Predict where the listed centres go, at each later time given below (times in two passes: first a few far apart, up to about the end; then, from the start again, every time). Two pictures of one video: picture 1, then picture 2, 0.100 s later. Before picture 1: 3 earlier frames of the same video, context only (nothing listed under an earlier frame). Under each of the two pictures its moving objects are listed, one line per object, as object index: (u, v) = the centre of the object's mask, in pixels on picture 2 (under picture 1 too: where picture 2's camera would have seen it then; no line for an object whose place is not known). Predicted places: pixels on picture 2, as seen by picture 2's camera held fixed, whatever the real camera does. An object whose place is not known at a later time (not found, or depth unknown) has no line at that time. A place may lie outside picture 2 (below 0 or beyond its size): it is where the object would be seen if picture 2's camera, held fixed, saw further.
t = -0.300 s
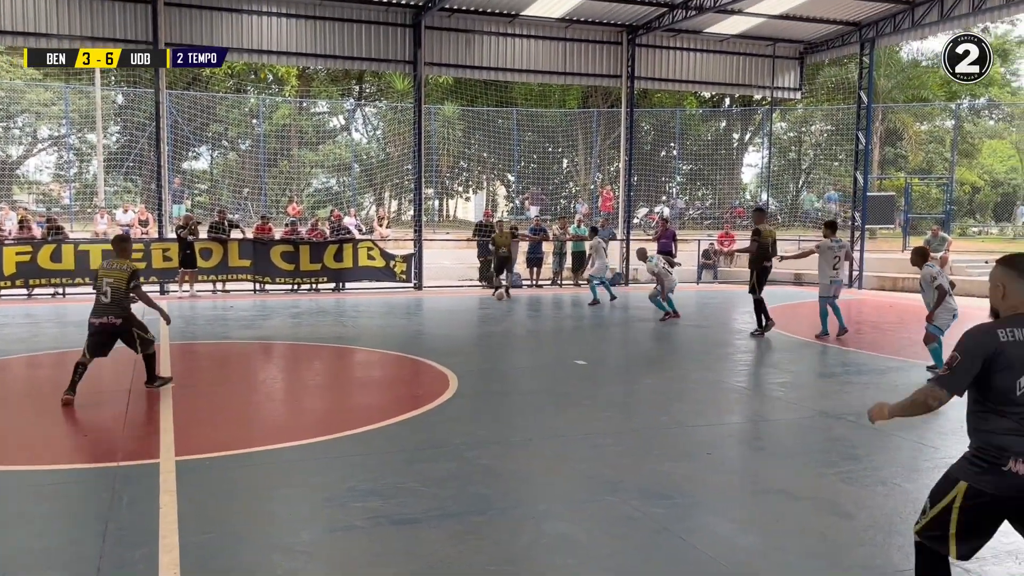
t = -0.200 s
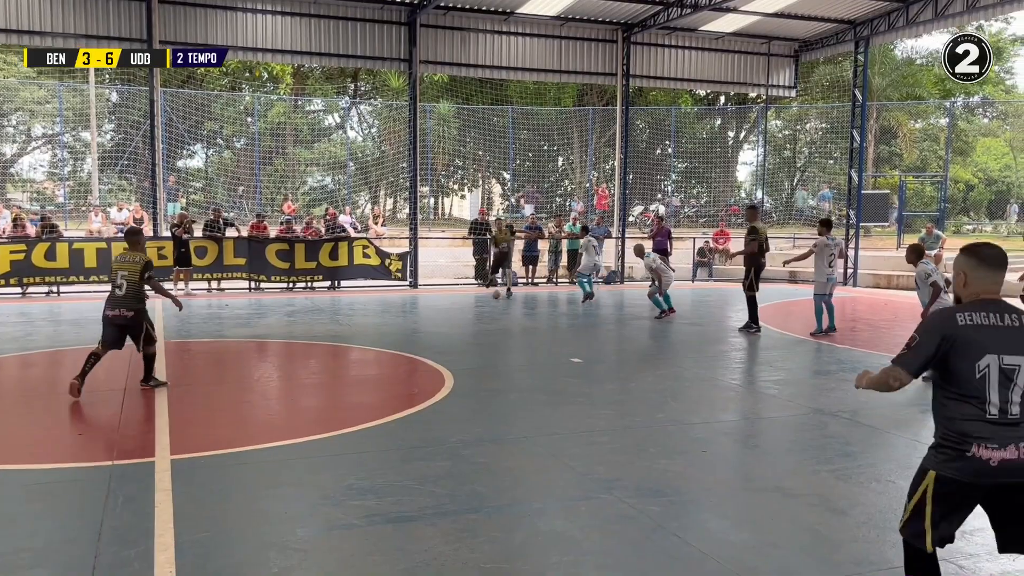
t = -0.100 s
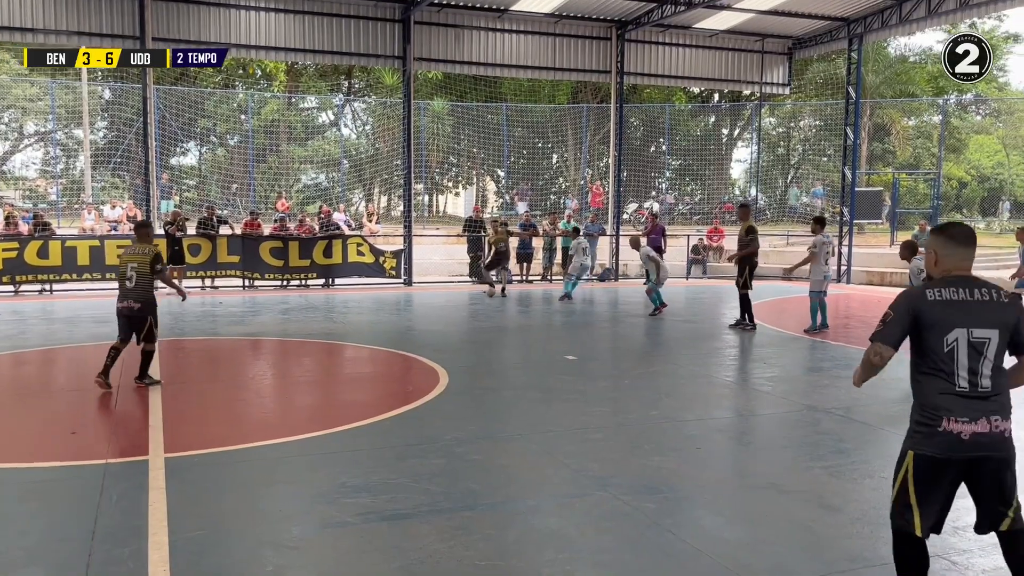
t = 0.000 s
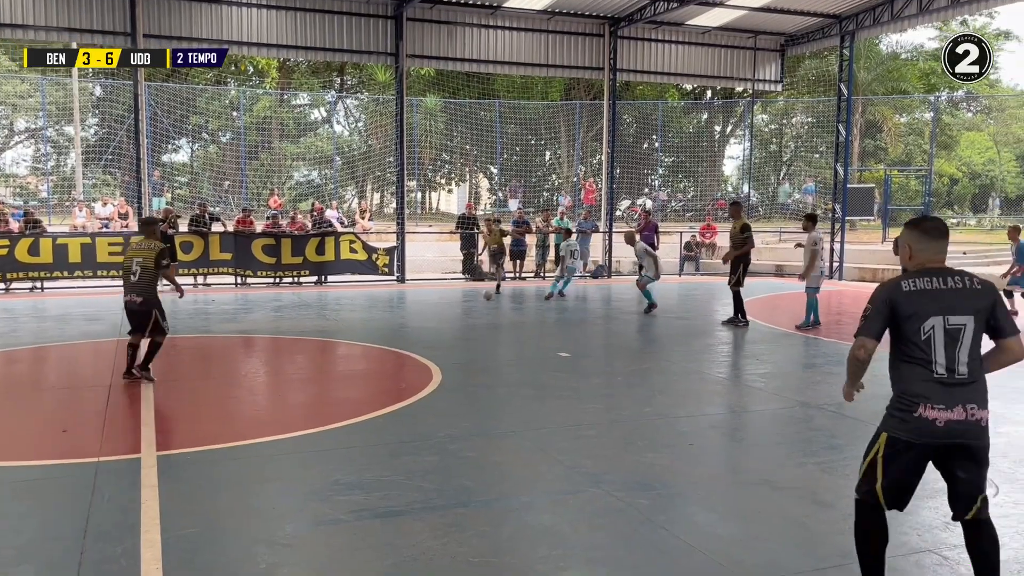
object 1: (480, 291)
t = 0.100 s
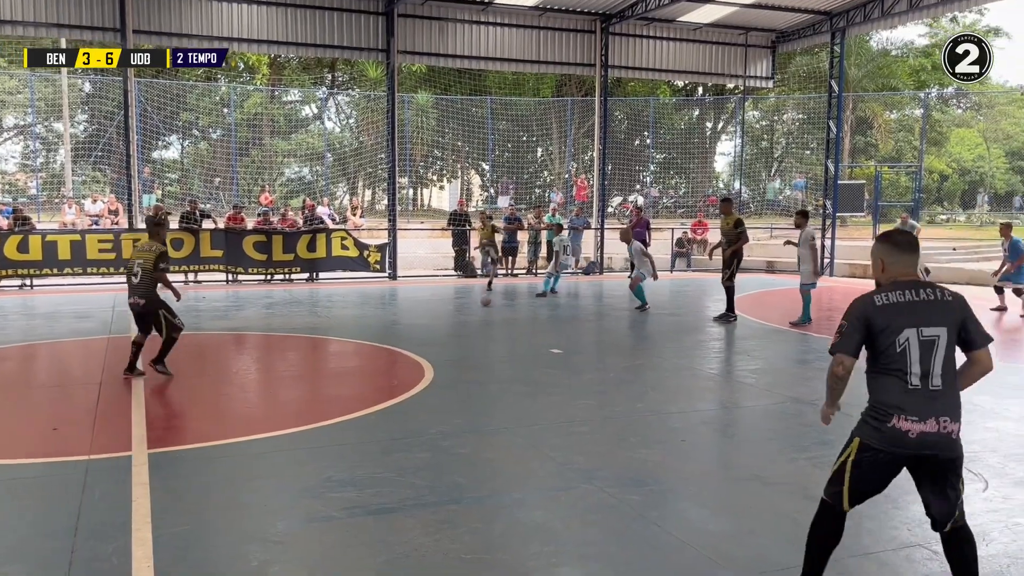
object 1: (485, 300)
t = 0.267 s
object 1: (499, 317)
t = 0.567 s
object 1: (537, 360)
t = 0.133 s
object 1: (488, 303)
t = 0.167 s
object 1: (490, 307)
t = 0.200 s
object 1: (492, 311)
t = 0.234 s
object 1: (496, 313)
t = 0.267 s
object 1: (499, 317)
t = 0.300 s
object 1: (502, 322)
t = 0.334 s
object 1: (505, 326)
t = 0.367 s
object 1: (509, 330)
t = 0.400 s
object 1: (513, 334)
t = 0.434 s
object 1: (517, 338)
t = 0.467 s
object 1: (521, 344)
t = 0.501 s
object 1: (526, 351)
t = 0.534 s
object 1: (532, 355)
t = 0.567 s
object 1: (537, 360)
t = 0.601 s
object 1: (543, 367)
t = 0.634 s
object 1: (549, 376)
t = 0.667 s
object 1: (557, 382)
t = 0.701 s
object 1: (563, 388)
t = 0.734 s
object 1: (572, 395)
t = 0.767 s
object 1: (580, 405)
